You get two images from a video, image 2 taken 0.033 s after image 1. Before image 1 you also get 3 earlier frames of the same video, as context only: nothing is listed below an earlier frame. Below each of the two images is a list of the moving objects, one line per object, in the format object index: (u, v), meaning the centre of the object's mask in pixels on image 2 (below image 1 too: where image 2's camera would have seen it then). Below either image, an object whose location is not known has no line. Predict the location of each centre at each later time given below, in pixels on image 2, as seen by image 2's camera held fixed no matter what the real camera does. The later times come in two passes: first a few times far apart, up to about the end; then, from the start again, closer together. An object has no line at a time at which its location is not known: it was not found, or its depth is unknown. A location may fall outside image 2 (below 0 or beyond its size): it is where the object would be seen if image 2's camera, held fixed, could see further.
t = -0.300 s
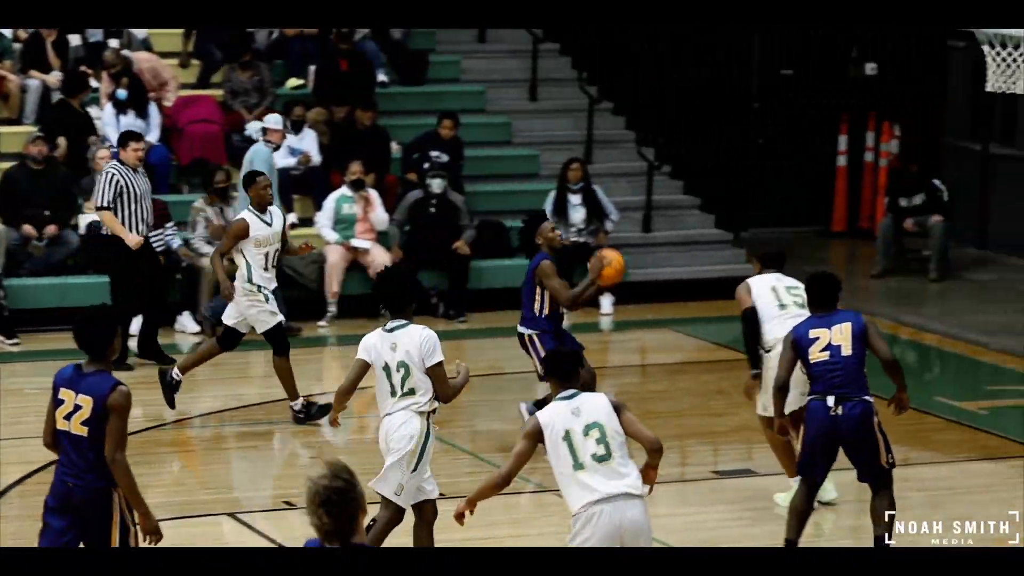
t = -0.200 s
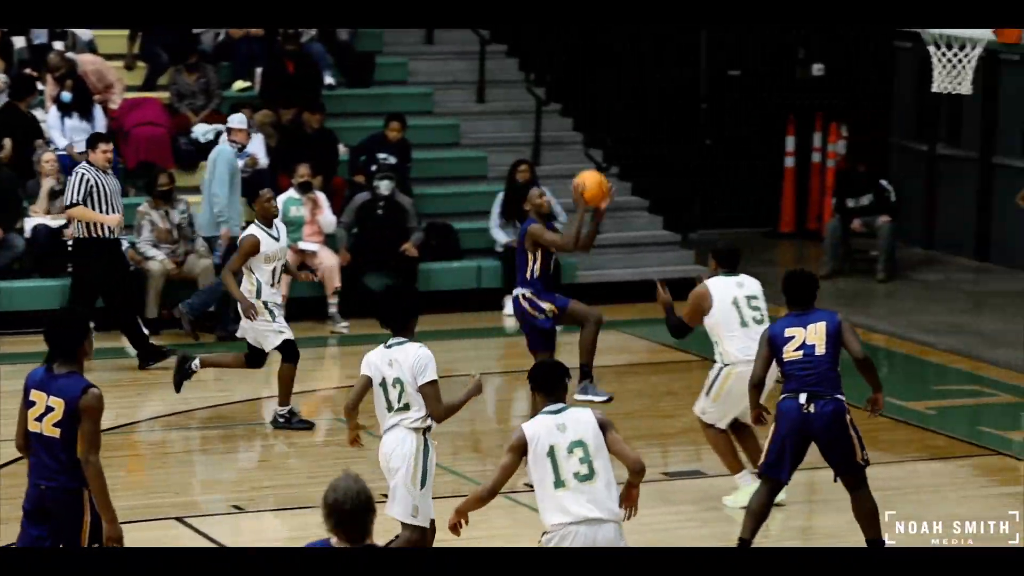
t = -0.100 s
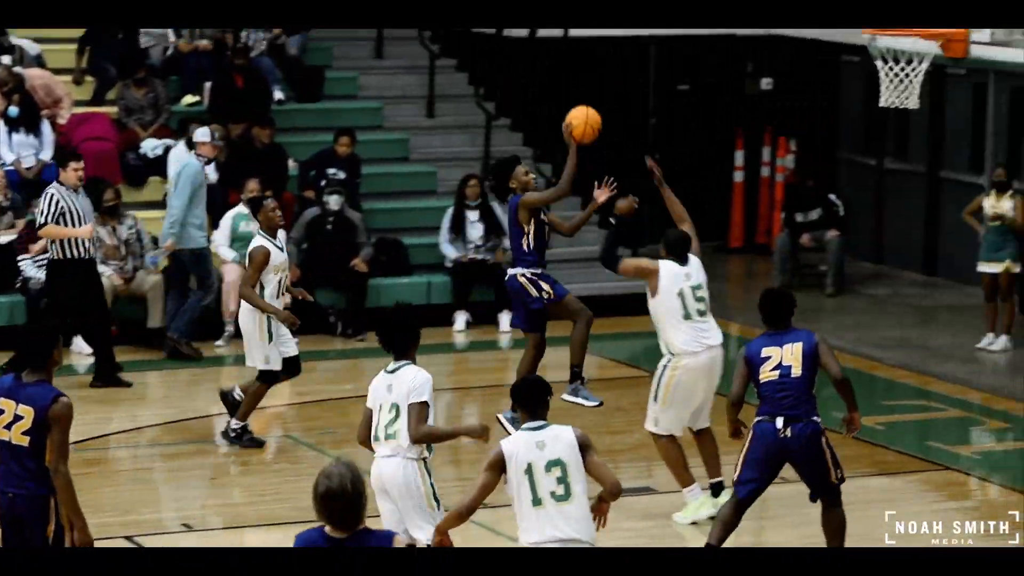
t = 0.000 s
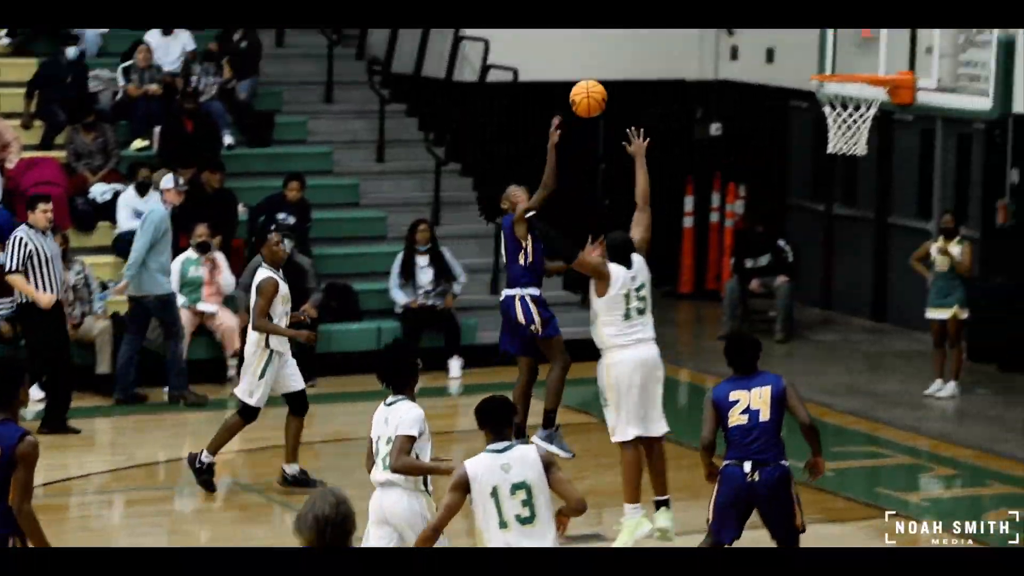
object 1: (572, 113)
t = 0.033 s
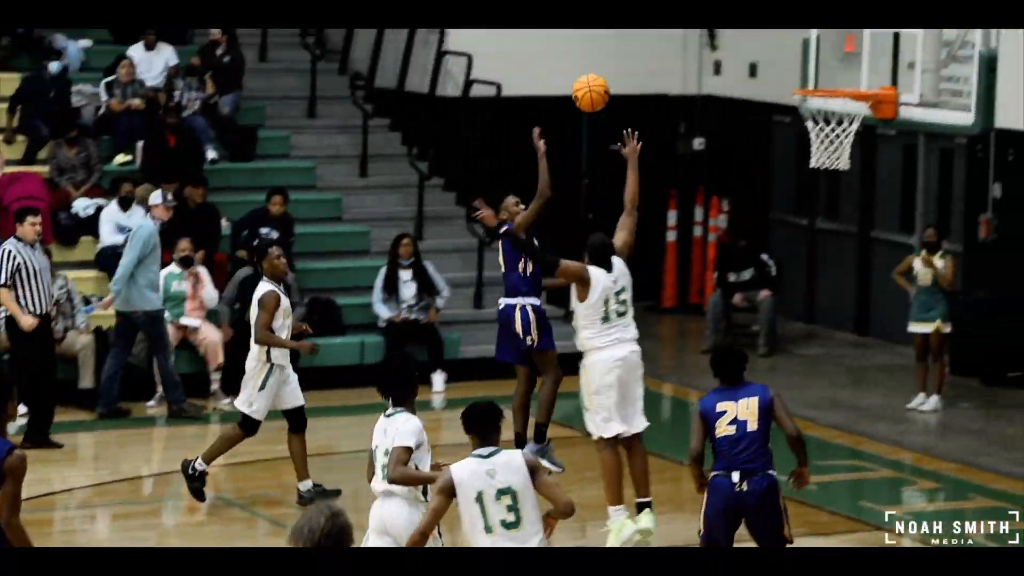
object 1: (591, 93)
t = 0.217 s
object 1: (695, 8)
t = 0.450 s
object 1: (832, -26)
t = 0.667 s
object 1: (807, 24)
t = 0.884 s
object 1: (776, 99)
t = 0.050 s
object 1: (600, 83)
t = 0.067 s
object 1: (609, 74)
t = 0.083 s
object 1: (619, 65)
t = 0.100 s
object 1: (628, 56)
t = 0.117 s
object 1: (637, 48)
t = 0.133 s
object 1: (647, 41)
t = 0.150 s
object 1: (656, 33)
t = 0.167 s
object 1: (666, 26)
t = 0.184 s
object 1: (675, 20)
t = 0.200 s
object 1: (685, 14)
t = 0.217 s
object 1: (695, 8)
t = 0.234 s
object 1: (704, 3)
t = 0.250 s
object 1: (714, -2)
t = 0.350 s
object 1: (773, -22)
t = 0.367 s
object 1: (783, -24)
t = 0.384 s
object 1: (793, -25)
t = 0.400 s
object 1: (803, -26)
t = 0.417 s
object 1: (813, -26)
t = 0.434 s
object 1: (823, -26)
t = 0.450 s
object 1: (832, -26)
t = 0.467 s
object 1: (832, -25)
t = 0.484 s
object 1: (830, -24)
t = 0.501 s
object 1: (828, -21)
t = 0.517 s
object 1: (826, -19)
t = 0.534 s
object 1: (824, -16)
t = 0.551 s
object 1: (822, -12)
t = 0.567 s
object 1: (820, -8)
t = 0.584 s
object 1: (818, -3)
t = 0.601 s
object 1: (816, 2)
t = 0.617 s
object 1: (814, 7)
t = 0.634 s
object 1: (812, 12)
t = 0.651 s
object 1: (809, 18)
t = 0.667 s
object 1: (807, 24)
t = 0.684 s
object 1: (805, 32)
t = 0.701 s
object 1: (802, 40)
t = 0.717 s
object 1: (800, 48)
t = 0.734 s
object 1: (797, 57)
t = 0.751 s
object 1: (795, 66)
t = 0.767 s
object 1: (793, 75)
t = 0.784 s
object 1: (791, 79)
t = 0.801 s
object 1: (789, 81)
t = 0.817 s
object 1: (786, 84)
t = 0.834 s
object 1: (783, 87)
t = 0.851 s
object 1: (781, 90)
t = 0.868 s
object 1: (778, 95)
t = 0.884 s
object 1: (776, 99)
